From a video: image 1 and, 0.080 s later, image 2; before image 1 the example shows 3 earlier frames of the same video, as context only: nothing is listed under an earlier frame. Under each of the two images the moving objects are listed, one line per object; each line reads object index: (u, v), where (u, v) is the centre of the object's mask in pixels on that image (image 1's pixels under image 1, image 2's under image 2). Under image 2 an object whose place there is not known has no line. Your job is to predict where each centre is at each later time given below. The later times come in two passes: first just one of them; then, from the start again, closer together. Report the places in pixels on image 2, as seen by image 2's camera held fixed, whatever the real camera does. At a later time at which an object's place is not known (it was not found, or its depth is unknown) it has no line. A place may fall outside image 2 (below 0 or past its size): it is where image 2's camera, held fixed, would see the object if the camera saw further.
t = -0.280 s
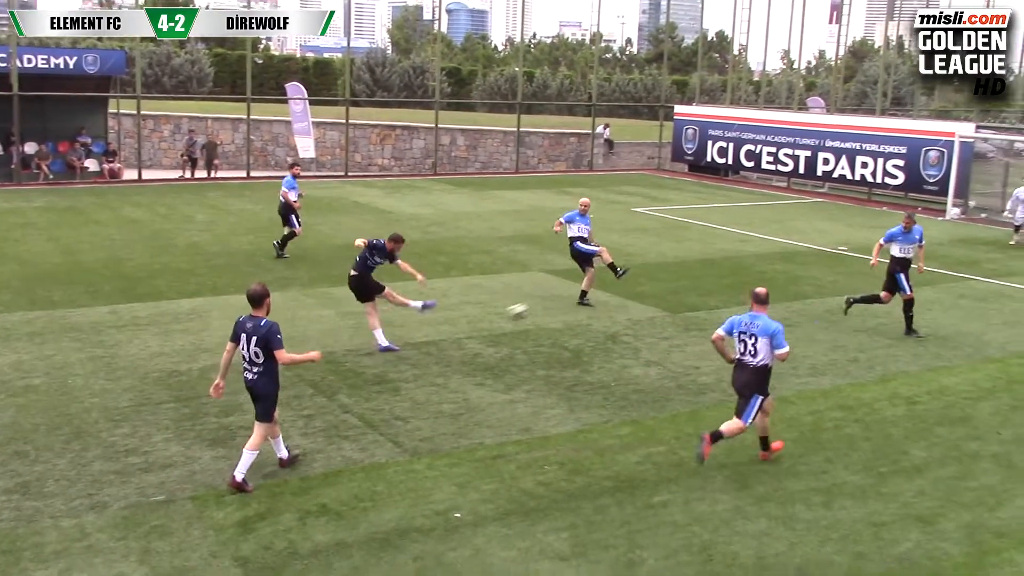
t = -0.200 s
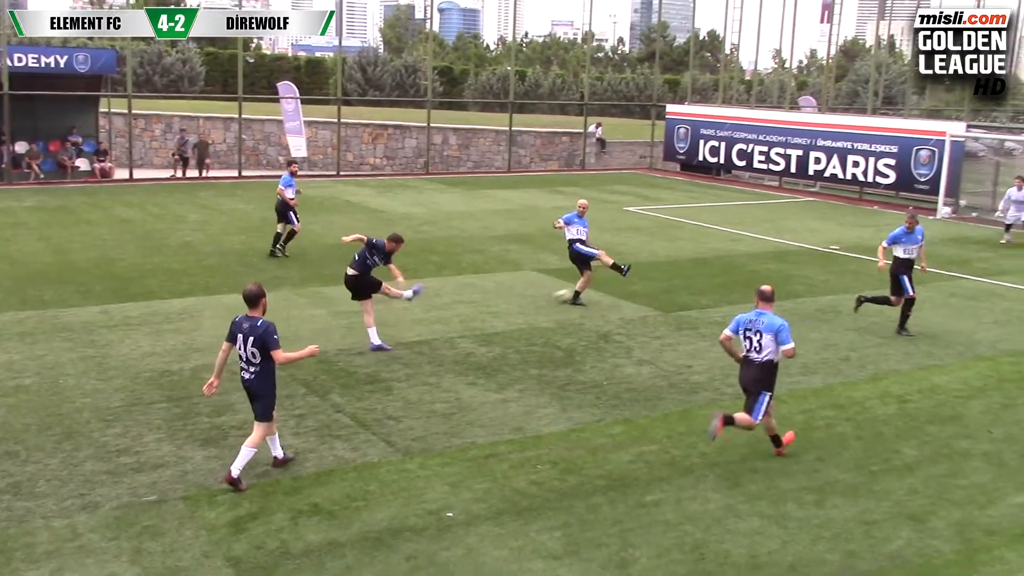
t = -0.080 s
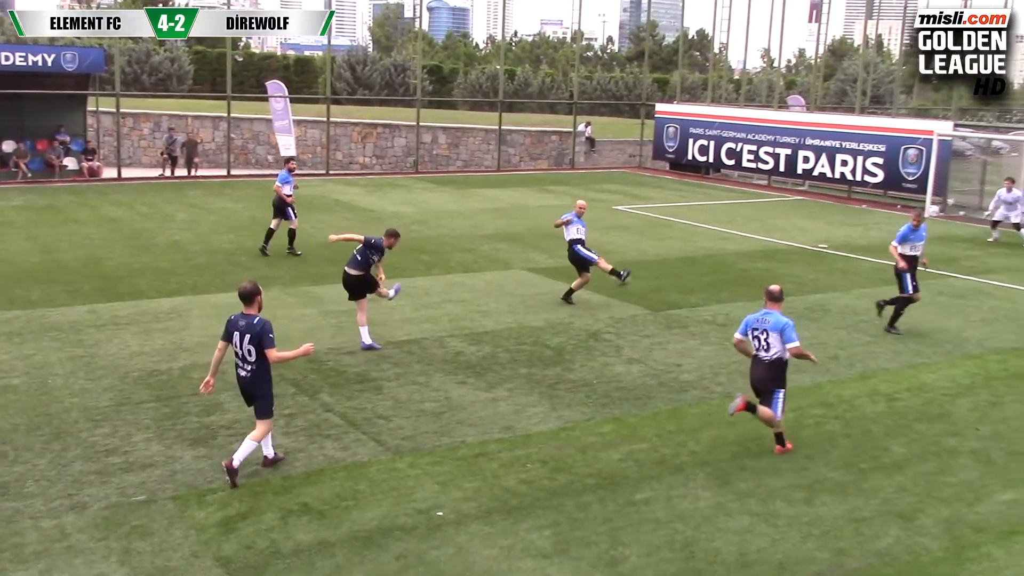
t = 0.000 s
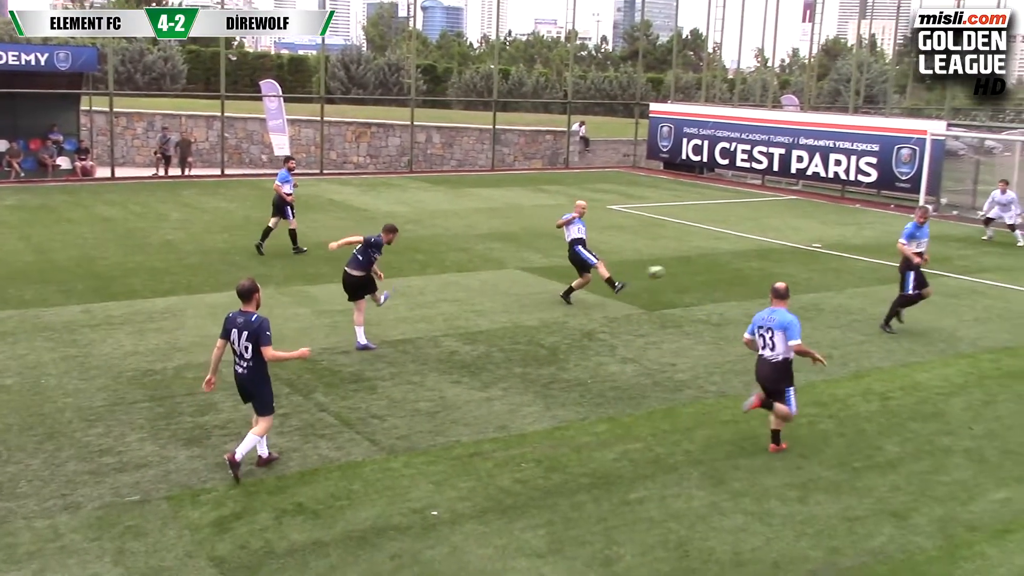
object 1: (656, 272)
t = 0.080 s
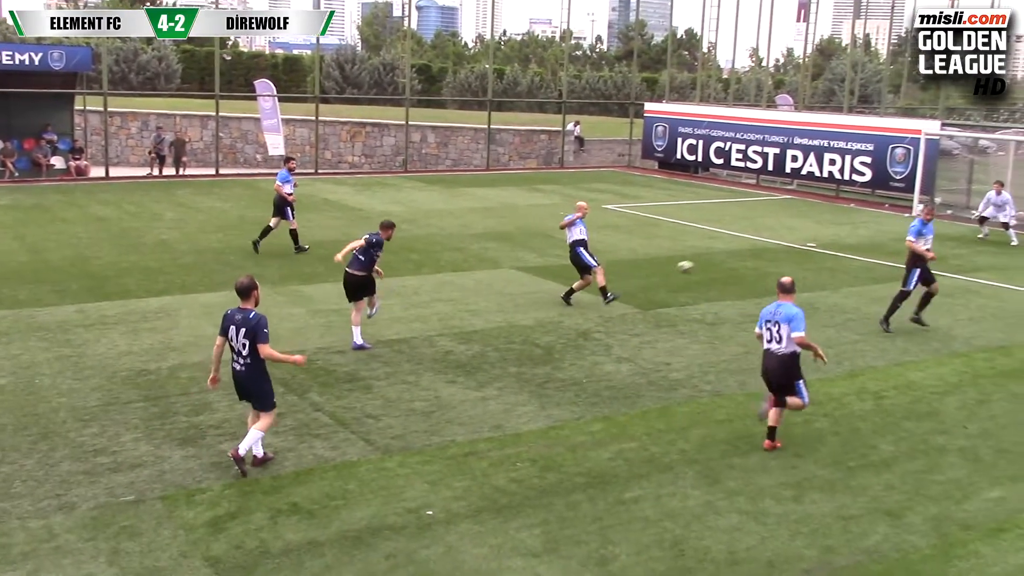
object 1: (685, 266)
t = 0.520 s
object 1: (817, 240)
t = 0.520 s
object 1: (817, 240)
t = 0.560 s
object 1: (825, 238)
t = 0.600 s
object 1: (833, 236)
